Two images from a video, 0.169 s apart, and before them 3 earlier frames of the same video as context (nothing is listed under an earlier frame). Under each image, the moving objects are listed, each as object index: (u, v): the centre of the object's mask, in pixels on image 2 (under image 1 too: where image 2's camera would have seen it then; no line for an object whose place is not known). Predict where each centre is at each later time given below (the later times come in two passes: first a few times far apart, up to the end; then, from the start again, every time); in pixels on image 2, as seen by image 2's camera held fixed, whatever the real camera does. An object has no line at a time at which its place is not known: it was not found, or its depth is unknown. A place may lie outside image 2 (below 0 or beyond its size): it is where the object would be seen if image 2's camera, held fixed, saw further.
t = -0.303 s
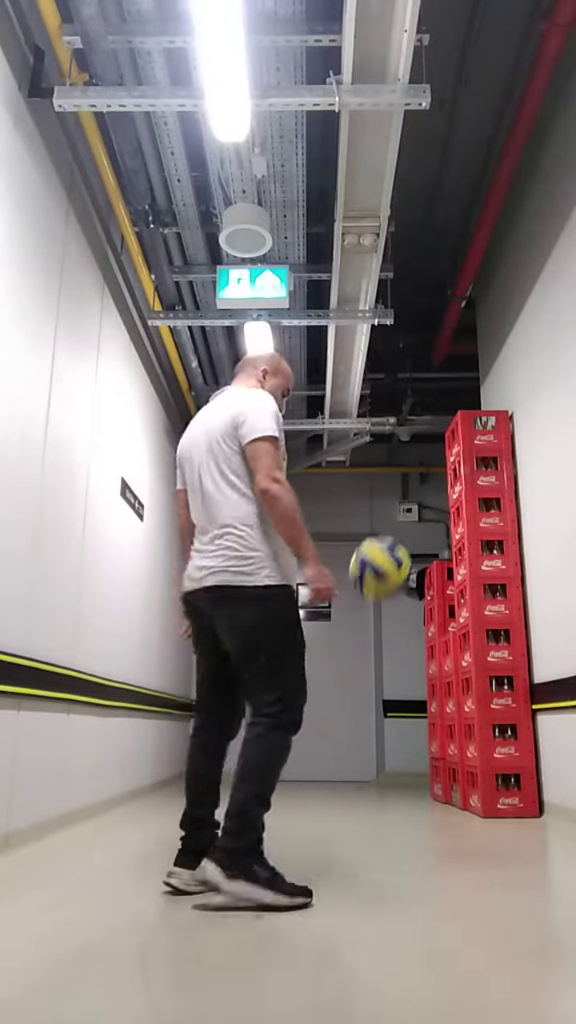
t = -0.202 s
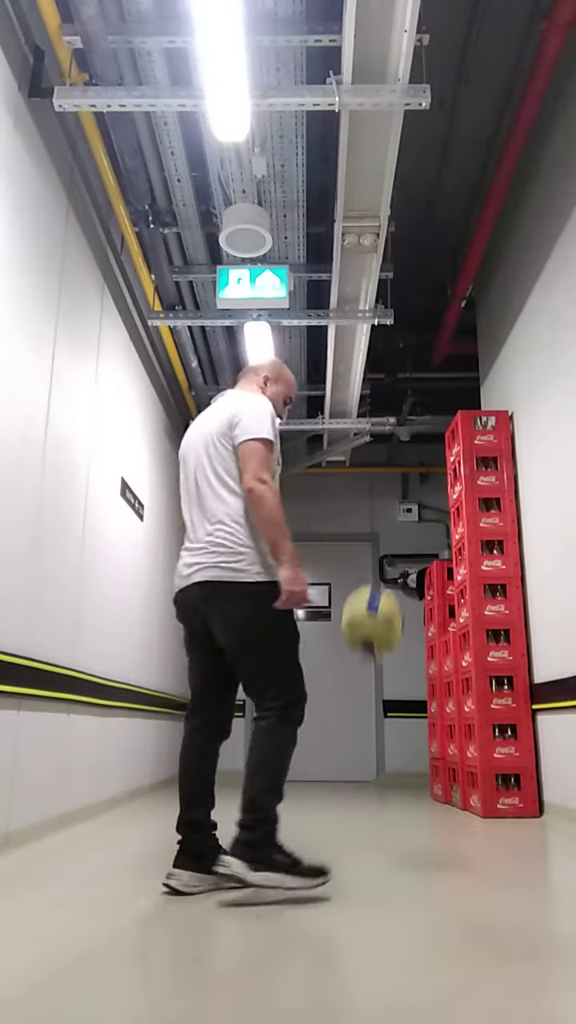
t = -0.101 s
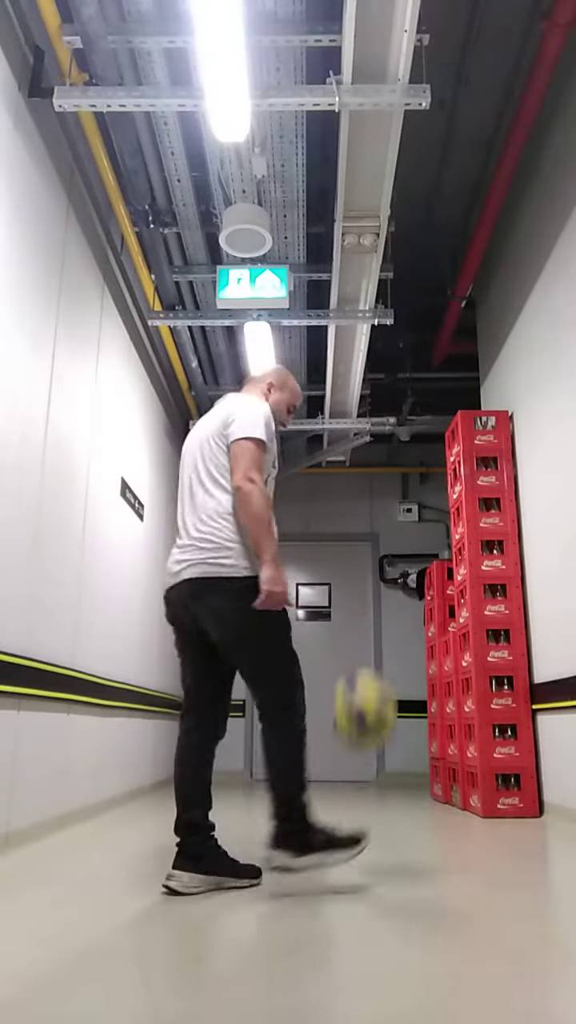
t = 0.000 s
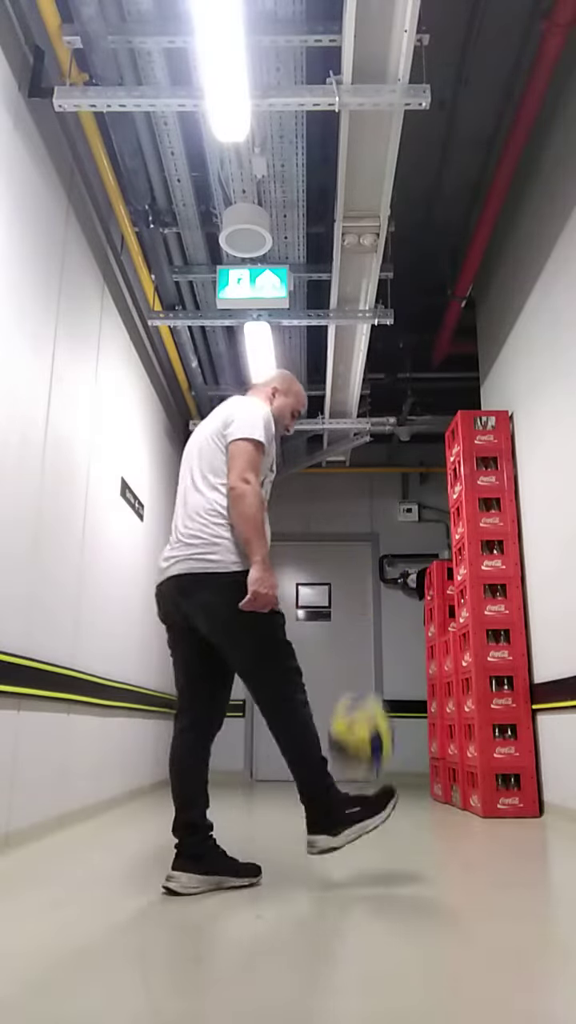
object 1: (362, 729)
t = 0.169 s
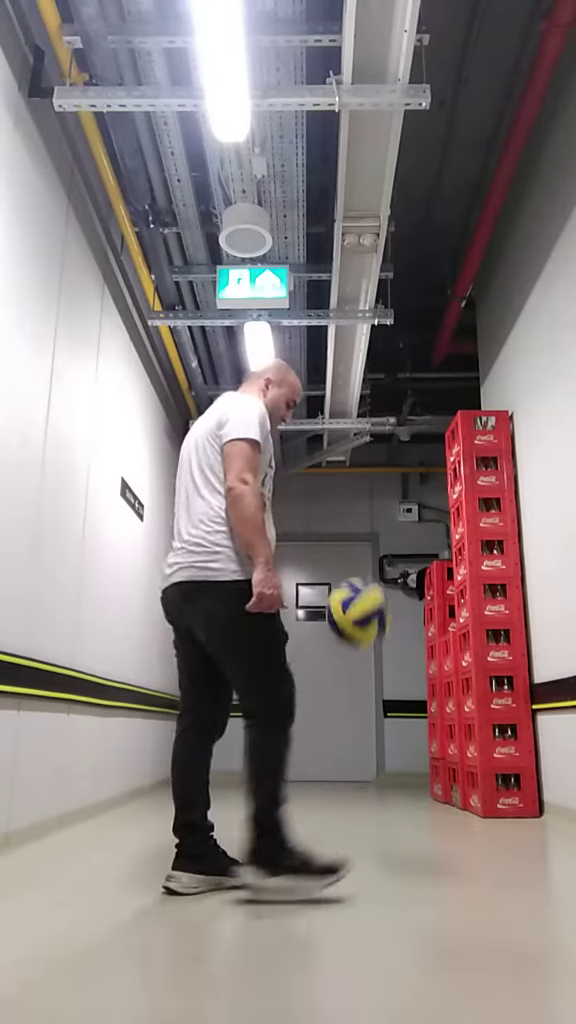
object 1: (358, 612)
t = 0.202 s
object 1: (358, 600)
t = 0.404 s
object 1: (357, 595)
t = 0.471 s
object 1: (358, 620)
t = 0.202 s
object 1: (358, 600)
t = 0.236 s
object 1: (357, 590)
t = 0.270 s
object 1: (357, 586)
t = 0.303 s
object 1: (357, 584)
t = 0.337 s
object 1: (357, 585)
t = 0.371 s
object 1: (357, 588)
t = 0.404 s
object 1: (357, 595)
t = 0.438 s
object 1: (357, 605)
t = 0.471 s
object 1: (358, 620)
